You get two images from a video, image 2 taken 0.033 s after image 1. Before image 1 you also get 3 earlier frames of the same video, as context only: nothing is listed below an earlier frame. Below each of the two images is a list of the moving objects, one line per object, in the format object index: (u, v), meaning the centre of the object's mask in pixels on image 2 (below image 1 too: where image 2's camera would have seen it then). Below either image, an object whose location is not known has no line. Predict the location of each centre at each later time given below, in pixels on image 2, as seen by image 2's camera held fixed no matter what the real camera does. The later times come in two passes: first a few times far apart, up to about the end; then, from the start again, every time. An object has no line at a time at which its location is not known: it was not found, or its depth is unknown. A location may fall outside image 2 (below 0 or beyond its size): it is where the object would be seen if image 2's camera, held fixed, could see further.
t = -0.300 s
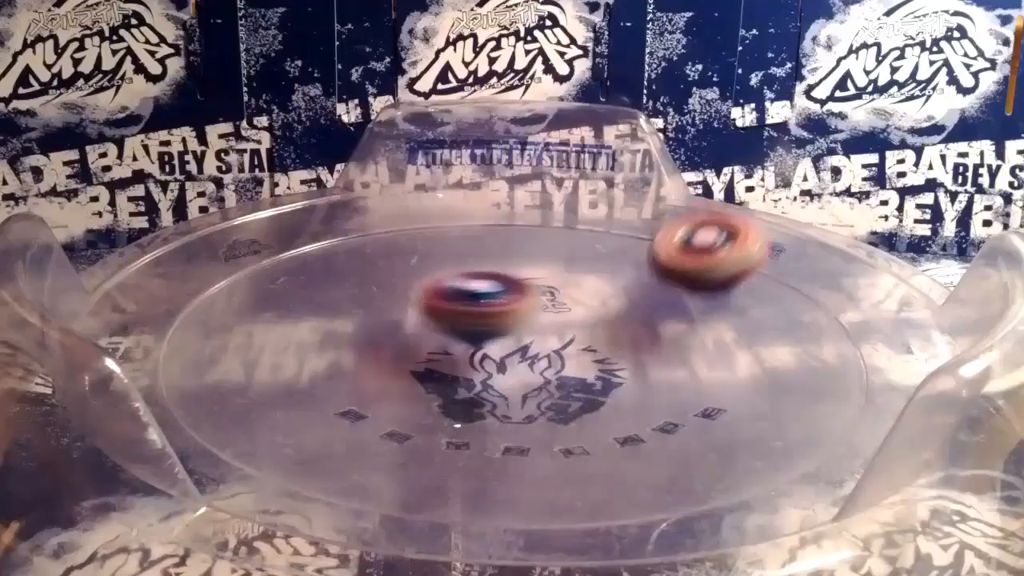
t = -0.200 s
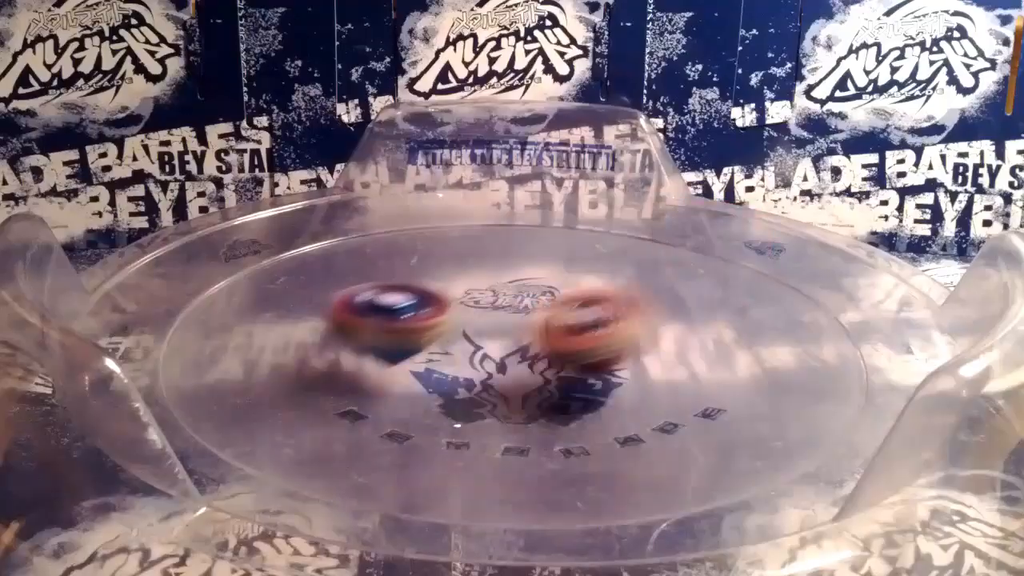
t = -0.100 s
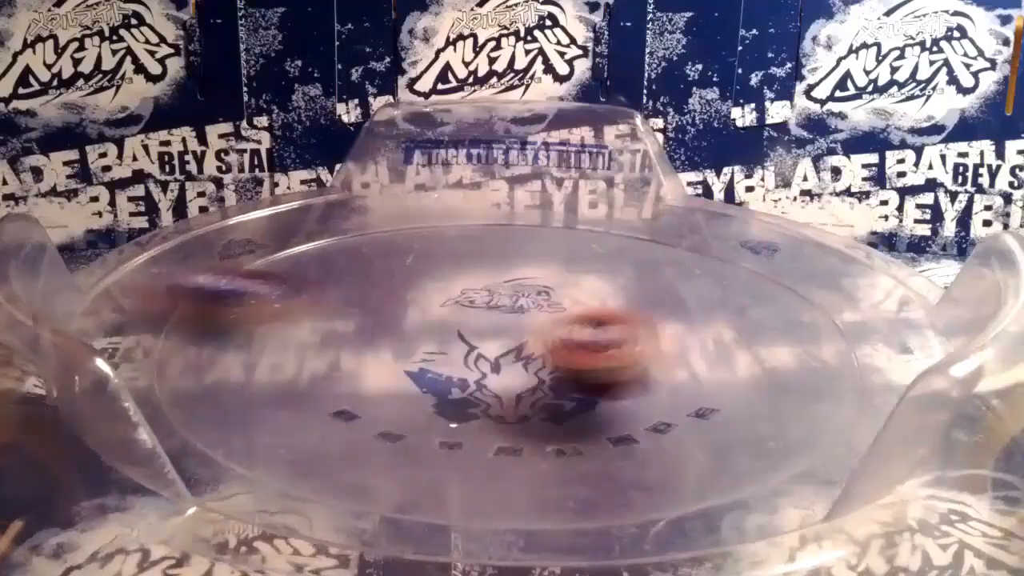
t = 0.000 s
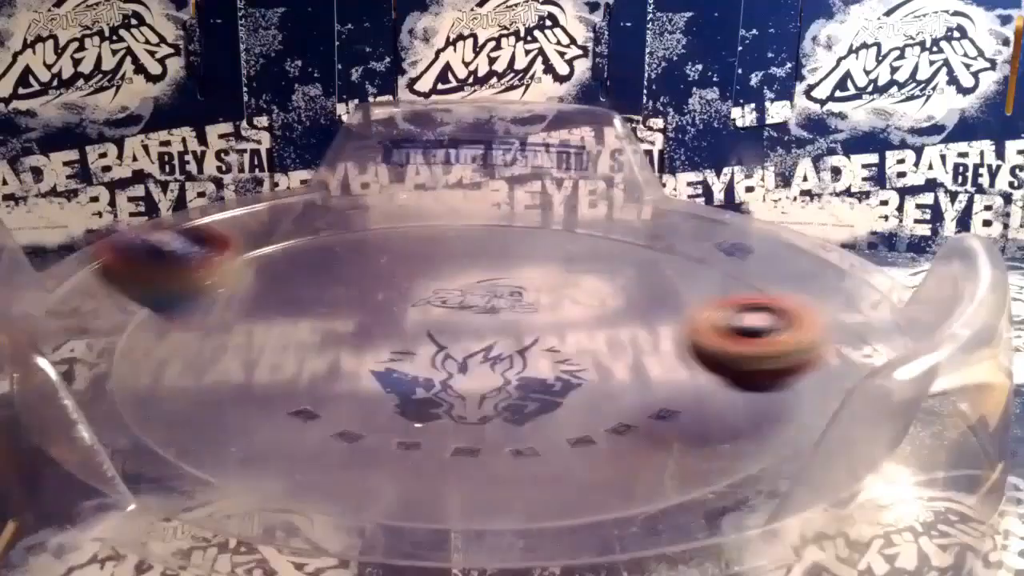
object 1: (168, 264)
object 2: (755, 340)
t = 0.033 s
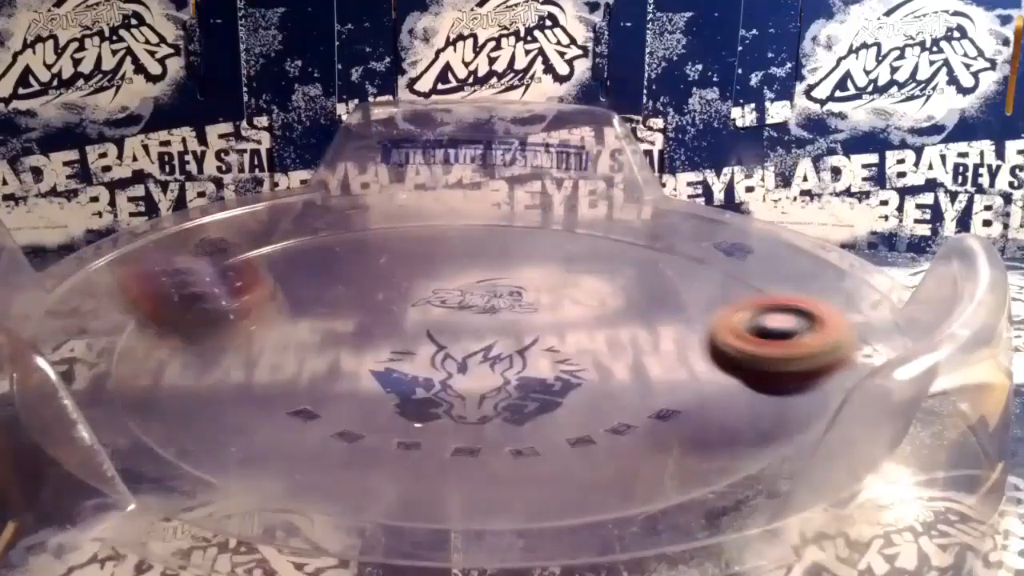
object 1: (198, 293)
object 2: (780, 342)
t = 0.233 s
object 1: (425, 389)
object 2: (644, 407)
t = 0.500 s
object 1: (257, 283)
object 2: (603, 424)
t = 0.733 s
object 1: (258, 344)
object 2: (402, 289)
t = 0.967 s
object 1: (425, 372)
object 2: (632, 193)
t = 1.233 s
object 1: (538, 311)
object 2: (860, 265)
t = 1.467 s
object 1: (491, 255)
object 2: (415, 384)
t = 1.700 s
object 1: (390, 260)
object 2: (252, 198)
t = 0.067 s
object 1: (241, 357)
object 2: (789, 348)
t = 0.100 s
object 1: (287, 366)
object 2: (783, 359)
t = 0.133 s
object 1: (339, 387)
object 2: (761, 373)
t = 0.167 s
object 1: (386, 393)
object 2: (713, 389)
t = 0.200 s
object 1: (440, 402)
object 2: (648, 404)
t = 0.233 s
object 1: (425, 389)
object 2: (644, 407)
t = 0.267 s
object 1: (370, 365)
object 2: (710, 421)
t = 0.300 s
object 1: (330, 338)
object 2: (731, 407)
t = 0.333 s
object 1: (307, 320)
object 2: (739, 408)
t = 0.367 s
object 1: (291, 304)
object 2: (738, 417)
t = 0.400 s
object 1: (277, 291)
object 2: (723, 414)
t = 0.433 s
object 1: (269, 284)
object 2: (695, 424)
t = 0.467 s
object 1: (262, 282)
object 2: (656, 423)
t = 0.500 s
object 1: (257, 283)
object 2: (603, 424)
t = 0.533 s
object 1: (252, 288)
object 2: (547, 420)
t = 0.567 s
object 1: (246, 295)
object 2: (487, 410)
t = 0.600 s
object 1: (240, 303)
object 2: (446, 396)
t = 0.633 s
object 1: (235, 312)
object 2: (412, 373)
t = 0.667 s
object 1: (236, 322)
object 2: (395, 343)
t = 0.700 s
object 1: (243, 333)
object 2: (390, 318)
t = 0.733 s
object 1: (258, 344)
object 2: (402, 289)
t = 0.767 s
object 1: (275, 353)
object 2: (421, 265)
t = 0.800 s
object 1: (293, 360)
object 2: (447, 247)
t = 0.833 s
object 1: (316, 368)
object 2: (477, 229)
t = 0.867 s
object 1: (345, 372)
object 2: (518, 208)
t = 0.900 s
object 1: (373, 375)
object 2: (555, 196)
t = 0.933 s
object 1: (399, 374)
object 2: (591, 190)
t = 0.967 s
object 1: (425, 372)
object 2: (632, 193)
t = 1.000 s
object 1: (451, 368)
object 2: (673, 190)
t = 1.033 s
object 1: (471, 363)
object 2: (716, 189)
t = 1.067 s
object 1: (491, 355)
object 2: (748, 189)
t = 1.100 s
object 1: (508, 348)
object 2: (780, 207)
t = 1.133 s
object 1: (520, 338)
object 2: (809, 219)
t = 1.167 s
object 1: (530, 330)
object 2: (835, 232)
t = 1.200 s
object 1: (535, 320)
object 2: (854, 246)
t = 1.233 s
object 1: (538, 311)
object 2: (860, 265)
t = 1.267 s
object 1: (539, 301)
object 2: (841, 287)
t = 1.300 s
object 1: (536, 292)
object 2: (809, 315)
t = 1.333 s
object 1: (533, 282)
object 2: (754, 350)
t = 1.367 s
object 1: (527, 274)
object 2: (683, 375)
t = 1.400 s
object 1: (516, 266)
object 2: (594, 393)
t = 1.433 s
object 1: (506, 260)
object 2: (500, 394)
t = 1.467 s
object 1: (491, 255)
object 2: (415, 384)
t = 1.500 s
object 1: (476, 251)
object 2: (343, 365)
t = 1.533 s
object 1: (462, 249)
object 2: (291, 339)
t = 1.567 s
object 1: (445, 248)
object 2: (250, 308)
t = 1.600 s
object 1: (430, 249)
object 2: (227, 274)
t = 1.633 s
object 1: (415, 251)
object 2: (216, 242)
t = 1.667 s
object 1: (401, 255)
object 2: (229, 214)
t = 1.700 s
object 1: (390, 260)
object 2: (252, 198)
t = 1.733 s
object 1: (381, 267)
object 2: (275, 177)
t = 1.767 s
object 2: (304, 161)
